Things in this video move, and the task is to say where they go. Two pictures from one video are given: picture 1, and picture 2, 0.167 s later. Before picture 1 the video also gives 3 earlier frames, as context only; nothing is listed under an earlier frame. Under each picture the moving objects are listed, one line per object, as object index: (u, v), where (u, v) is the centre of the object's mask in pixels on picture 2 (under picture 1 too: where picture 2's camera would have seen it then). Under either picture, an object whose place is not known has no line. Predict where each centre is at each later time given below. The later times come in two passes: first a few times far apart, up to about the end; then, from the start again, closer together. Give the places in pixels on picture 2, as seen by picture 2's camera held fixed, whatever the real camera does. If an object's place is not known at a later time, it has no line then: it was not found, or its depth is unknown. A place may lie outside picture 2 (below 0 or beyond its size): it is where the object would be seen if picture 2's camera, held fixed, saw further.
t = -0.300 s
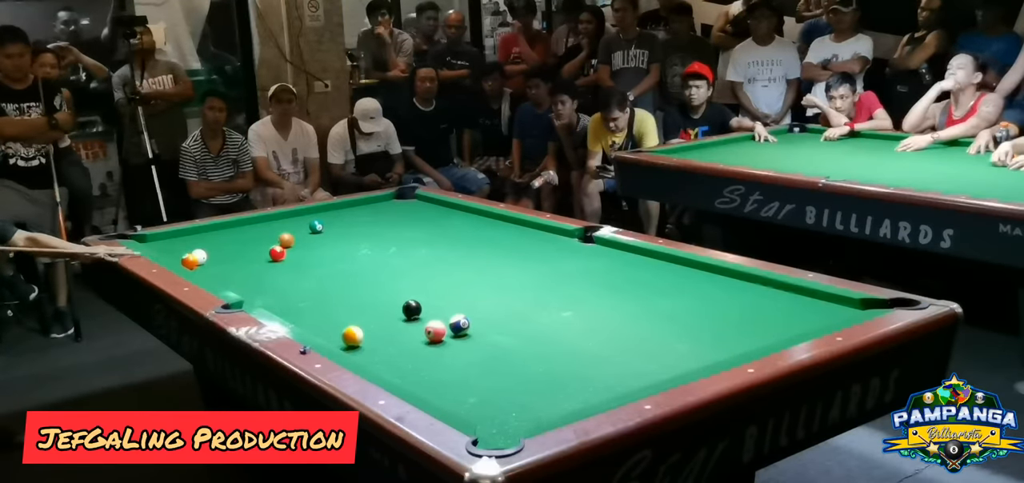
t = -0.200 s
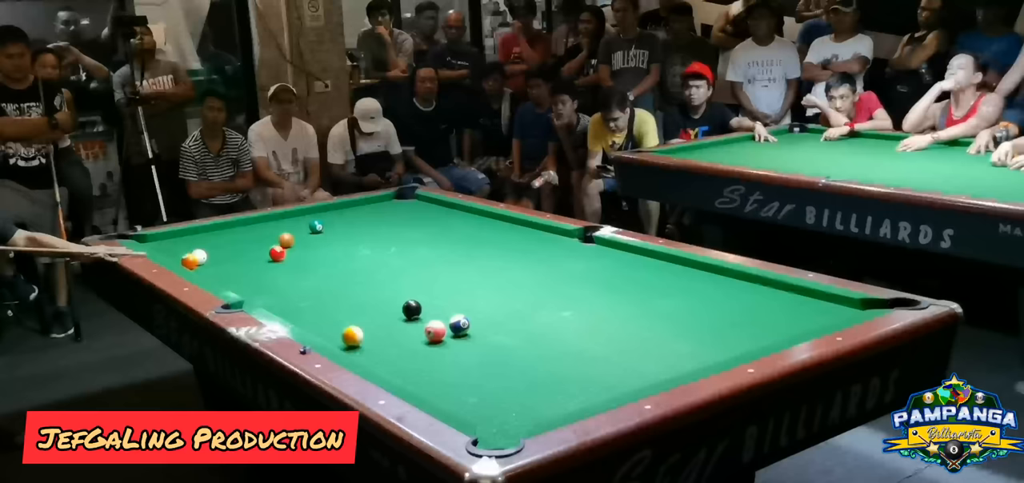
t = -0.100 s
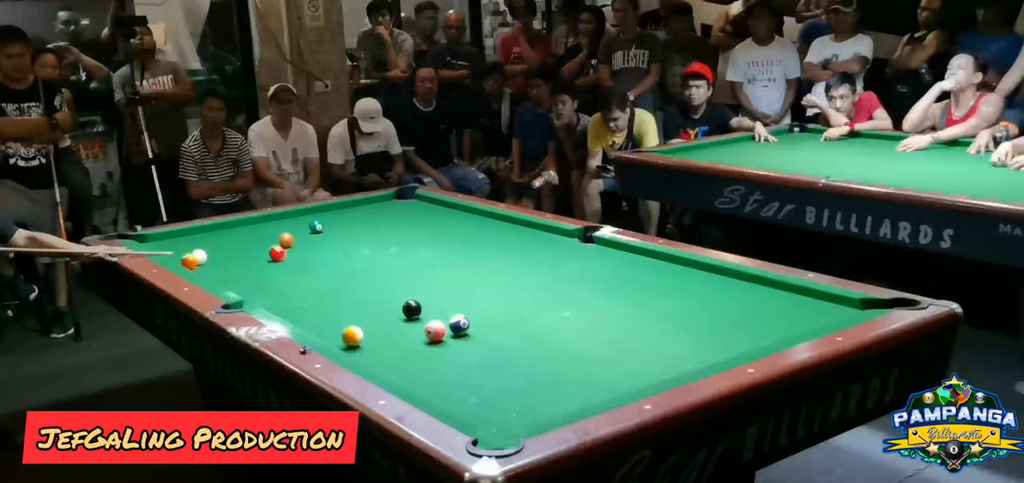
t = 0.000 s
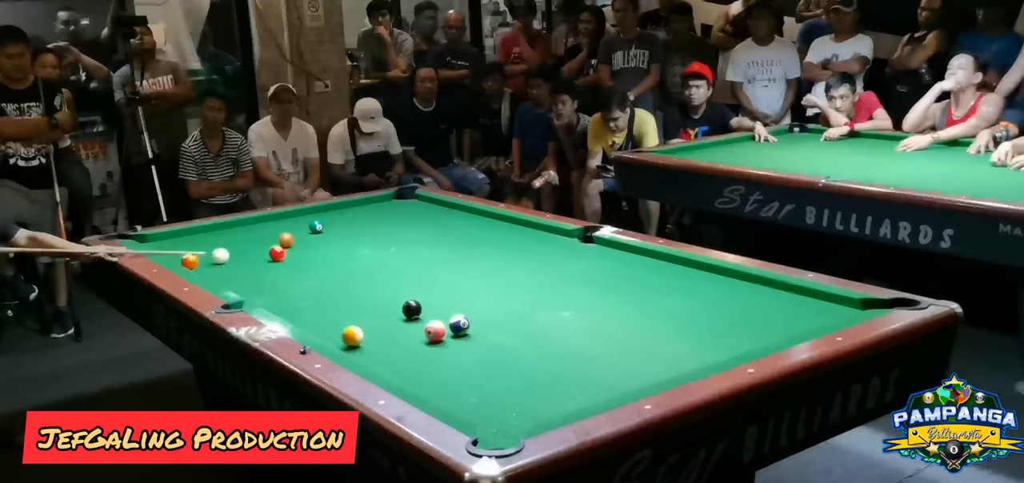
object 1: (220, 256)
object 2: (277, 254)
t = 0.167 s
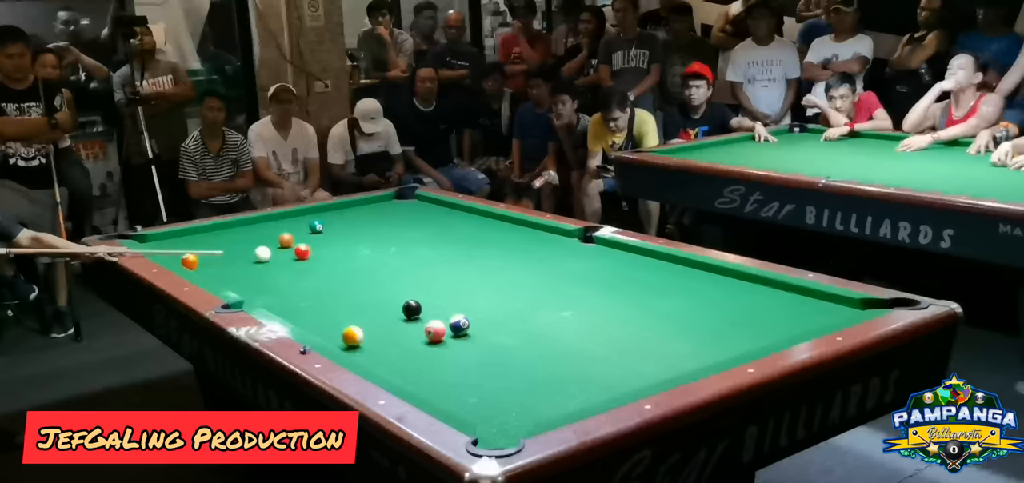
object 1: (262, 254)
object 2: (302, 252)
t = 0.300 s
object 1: (274, 254)
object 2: (342, 249)
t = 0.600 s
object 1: (303, 254)
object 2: (420, 245)
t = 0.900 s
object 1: (330, 253)
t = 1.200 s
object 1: (355, 253)
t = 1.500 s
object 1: (377, 253)
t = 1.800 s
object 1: (396, 252)
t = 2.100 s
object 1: (413, 252)
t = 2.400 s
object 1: (427, 252)
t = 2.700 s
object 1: (439, 252)
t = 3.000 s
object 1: (448, 252)
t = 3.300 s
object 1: (454, 251)
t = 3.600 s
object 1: (458, 251)
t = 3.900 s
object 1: (459, 251)
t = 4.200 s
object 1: (459, 251)
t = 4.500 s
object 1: (459, 251)
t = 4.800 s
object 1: (459, 251)
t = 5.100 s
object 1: (459, 251)
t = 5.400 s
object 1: (459, 251)
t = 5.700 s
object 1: (459, 251)
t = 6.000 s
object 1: (459, 252)
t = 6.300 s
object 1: (459, 251)
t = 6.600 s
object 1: (459, 252)
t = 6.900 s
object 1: (459, 251)
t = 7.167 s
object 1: (459, 251)
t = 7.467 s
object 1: (459, 251)
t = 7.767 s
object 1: (459, 251)
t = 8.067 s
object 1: (459, 251)
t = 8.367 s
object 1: (459, 251)
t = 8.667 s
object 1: (459, 251)
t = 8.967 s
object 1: (459, 252)
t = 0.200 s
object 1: (264, 254)
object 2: (313, 251)
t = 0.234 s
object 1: (267, 254)
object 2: (323, 251)
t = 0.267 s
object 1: (271, 254)
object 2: (332, 250)
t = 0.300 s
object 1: (274, 254)
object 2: (342, 249)
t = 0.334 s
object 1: (277, 254)
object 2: (350, 249)
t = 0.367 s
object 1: (281, 254)
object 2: (359, 249)
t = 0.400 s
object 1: (284, 254)
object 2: (368, 248)
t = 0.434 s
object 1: (288, 254)
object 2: (377, 248)
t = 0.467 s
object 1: (291, 254)
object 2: (385, 247)
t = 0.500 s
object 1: (294, 254)
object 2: (394, 246)
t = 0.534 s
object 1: (297, 254)
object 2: (403, 246)
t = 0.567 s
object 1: (300, 254)
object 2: (411, 246)
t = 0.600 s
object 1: (303, 254)
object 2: (420, 245)
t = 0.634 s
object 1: (306, 253)
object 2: (429, 245)
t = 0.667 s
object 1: (309, 253)
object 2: (437, 244)
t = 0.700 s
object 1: (313, 253)
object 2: (445, 244)
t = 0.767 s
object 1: (319, 254)
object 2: (462, 242)
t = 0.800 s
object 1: (322, 253)
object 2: (471, 242)
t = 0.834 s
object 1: (325, 253)
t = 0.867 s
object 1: (327, 253)
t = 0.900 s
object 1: (330, 253)
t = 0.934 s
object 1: (333, 253)
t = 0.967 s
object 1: (336, 253)
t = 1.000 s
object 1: (339, 253)
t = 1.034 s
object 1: (342, 253)
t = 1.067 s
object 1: (344, 253)
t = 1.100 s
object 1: (347, 253)
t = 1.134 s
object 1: (349, 253)
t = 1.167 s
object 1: (352, 253)
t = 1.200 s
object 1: (355, 253)
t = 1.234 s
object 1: (357, 253)
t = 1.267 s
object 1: (360, 253)
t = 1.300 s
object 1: (362, 253)
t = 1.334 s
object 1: (365, 253)
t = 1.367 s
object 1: (368, 252)
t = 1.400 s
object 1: (370, 253)
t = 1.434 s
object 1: (372, 252)
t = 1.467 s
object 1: (375, 253)
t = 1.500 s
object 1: (377, 253)
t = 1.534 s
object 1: (379, 252)
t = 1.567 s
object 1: (381, 252)
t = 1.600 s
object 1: (384, 252)
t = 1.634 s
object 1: (386, 252)
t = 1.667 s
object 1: (388, 252)
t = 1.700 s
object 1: (390, 252)
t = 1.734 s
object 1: (392, 252)
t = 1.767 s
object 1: (394, 252)
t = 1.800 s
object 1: (396, 252)
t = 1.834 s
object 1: (398, 252)
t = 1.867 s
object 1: (400, 252)
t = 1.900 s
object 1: (401, 252)
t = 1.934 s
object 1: (404, 252)
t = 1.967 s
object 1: (406, 252)
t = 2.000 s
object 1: (408, 252)
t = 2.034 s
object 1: (410, 252)
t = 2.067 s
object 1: (411, 252)
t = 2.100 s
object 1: (413, 252)
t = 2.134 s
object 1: (415, 252)
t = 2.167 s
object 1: (416, 252)
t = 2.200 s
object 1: (418, 252)
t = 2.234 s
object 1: (420, 252)
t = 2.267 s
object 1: (421, 252)
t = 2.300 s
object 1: (422, 251)
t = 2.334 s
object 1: (424, 252)
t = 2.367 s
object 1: (426, 252)
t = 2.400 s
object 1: (427, 252)
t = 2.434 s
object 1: (429, 252)
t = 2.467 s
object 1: (430, 252)
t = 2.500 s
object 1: (431, 252)
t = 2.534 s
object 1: (433, 252)
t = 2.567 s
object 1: (434, 252)
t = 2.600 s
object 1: (435, 252)
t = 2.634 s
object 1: (436, 252)
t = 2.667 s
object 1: (438, 252)
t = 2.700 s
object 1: (439, 252)
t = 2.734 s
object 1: (440, 252)
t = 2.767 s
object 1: (441, 252)
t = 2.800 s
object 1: (442, 252)
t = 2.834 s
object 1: (443, 252)
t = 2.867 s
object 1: (444, 252)
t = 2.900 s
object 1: (445, 251)
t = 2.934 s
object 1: (446, 251)
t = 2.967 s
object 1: (447, 251)
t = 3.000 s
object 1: (448, 252)
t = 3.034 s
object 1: (449, 251)
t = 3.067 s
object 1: (450, 251)
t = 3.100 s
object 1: (450, 251)
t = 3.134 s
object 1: (451, 251)
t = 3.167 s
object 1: (451, 252)
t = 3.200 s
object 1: (452, 251)
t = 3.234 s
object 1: (453, 252)
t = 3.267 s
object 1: (454, 252)
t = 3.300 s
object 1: (454, 251)
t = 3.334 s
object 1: (455, 251)
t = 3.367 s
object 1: (455, 251)
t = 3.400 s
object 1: (456, 251)
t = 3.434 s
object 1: (456, 251)
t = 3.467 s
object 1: (457, 251)
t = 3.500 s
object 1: (457, 251)
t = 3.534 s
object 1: (458, 251)
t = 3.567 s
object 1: (458, 251)
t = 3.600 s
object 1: (458, 251)
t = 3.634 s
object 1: (458, 251)
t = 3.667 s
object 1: (458, 251)
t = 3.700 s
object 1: (459, 251)
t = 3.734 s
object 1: (459, 251)
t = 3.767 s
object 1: (459, 252)
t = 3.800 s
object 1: (459, 252)
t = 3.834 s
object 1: (459, 252)
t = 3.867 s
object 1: (459, 251)
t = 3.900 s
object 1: (459, 251)
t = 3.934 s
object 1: (459, 251)
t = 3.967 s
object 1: (459, 251)
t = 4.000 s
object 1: (459, 251)
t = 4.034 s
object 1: (459, 251)
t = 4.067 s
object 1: (459, 251)
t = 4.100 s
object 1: (459, 251)
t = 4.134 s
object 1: (459, 251)
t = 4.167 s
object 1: (459, 251)
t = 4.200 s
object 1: (459, 251)
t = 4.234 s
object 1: (459, 251)
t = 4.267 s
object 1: (459, 251)
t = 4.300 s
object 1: (459, 251)
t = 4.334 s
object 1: (459, 251)
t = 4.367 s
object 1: (459, 251)
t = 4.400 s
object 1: (459, 251)
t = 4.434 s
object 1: (459, 251)
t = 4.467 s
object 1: (459, 251)
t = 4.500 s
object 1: (459, 251)
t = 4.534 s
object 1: (459, 251)
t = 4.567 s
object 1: (459, 251)
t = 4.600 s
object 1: (459, 251)
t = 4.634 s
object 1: (459, 251)
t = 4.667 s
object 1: (459, 251)
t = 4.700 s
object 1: (459, 251)
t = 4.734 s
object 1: (459, 251)
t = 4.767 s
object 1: (459, 252)
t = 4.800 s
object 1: (459, 251)
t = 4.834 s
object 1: (459, 251)
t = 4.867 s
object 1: (459, 251)
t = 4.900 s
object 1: (459, 251)
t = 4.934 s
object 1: (459, 251)
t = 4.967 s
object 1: (459, 251)
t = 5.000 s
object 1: (459, 251)
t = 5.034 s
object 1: (459, 251)
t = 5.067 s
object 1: (459, 251)
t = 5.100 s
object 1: (459, 251)
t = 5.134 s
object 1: (459, 252)
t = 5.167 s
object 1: (459, 252)
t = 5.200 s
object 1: (459, 252)
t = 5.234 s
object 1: (459, 251)
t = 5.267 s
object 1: (459, 252)
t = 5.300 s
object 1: (459, 251)
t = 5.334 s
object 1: (459, 251)
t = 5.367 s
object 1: (459, 251)
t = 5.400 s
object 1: (459, 251)
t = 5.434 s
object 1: (459, 251)
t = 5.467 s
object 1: (459, 252)
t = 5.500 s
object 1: (459, 251)
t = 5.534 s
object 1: (459, 251)
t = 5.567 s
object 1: (459, 251)
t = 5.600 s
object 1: (459, 251)
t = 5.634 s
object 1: (459, 251)
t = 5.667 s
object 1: (459, 251)
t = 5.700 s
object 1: (459, 251)
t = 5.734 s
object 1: (459, 252)
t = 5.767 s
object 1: (459, 252)
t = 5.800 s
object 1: (459, 252)
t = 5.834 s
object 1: (459, 252)
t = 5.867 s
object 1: (459, 252)
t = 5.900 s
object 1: (459, 252)
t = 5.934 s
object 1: (459, 252)
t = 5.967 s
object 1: (459, 252)
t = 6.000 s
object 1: (459, 252)
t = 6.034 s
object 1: (459, 252)
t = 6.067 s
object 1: (459, 251)
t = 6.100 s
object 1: (459, 251)
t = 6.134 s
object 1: (459, 252)
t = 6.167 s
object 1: (459, 251)
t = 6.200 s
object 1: (459, 251)
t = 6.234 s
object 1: (459, 251)
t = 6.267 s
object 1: (459, 251)
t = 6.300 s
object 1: (459, 251)
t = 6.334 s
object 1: (459, 251)
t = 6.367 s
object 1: (459, 252)
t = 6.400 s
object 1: (459, 251)
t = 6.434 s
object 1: (459, 251)
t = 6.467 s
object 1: (459, 251)
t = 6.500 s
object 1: (459, 251)
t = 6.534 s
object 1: (459, 251)
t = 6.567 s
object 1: (459, 251)
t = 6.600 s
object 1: (459, 252)
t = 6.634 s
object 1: (459, 251)
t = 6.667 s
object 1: (459, 251)
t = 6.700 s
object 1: (459, 251)
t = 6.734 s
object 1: (459, 251)
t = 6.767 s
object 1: (459, 251)
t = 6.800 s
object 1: (459, 251)
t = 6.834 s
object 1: (459, 251)
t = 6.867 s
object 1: (459, 251)
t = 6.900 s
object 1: (459, 251)
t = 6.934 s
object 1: (459, 251)
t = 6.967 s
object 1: (459, 251)
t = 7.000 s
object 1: (459, 251)
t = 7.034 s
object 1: (459, 252)
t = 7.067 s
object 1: (459, 251)
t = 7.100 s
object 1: (459, 252)
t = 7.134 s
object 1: (459, 251)
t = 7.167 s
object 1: (459, 251)
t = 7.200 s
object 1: (459, 251)
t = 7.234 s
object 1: (459, 251)
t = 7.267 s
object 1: (459, 251)
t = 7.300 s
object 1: (459, 251)
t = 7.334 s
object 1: (459, 251)
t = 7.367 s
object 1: (459, 252)
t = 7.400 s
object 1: (459, 252)
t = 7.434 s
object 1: (459, 251)
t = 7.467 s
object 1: (459, 251)
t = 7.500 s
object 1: (459, 251)
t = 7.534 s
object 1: (459, 251)
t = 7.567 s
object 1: (459, 251)
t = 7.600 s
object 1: (459, 251)
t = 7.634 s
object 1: (459, 252)
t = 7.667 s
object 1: (459, 252)
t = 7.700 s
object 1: (459, 252)
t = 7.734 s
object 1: (459, 252)
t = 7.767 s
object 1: (459, 251)
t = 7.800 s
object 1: (459, 251)
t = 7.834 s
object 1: (459, 251)
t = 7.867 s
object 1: (459, 251)
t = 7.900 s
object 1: (459, 251)
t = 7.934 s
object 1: (459, 251)
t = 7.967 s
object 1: (459, 251)
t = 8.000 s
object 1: (459, 251)
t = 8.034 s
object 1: (459, 251)
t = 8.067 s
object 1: (459, 251)
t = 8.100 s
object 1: (459, 251)
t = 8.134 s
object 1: (459, 251)
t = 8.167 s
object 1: (459, 251)
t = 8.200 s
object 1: (459, 251)
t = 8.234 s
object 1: (459, 251)
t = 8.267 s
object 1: (459, 251)
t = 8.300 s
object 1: (459, 251)
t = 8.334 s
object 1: (459, 251)
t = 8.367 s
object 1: (459, 251)
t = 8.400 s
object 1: (459, 251)
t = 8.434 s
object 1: (459, 251)
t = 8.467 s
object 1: (459, 251)
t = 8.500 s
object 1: (459, 251)
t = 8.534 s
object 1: (459, 251)
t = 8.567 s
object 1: (459, 251)
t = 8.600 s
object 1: (459, 251)
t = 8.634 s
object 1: (459, 251)
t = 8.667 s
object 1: (459, 251)
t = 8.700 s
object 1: (459, 251)
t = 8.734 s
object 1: (459, 251)
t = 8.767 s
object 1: (459, 251)
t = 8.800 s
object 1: (459, 251)
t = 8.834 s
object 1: (459, 251)
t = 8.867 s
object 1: (459, 251)
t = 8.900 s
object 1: (459, 251)
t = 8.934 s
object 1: (459, 251)
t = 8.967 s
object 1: (459, 252)
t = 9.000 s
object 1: (459, 252)
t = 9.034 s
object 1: (459, 252)
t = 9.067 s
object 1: (459, 251)
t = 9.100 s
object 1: (459, 251)
